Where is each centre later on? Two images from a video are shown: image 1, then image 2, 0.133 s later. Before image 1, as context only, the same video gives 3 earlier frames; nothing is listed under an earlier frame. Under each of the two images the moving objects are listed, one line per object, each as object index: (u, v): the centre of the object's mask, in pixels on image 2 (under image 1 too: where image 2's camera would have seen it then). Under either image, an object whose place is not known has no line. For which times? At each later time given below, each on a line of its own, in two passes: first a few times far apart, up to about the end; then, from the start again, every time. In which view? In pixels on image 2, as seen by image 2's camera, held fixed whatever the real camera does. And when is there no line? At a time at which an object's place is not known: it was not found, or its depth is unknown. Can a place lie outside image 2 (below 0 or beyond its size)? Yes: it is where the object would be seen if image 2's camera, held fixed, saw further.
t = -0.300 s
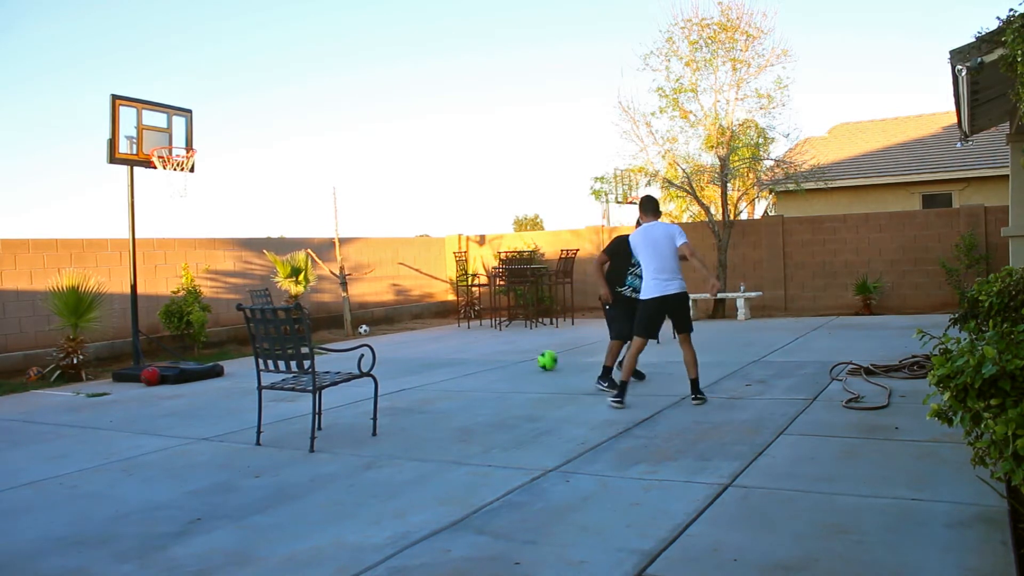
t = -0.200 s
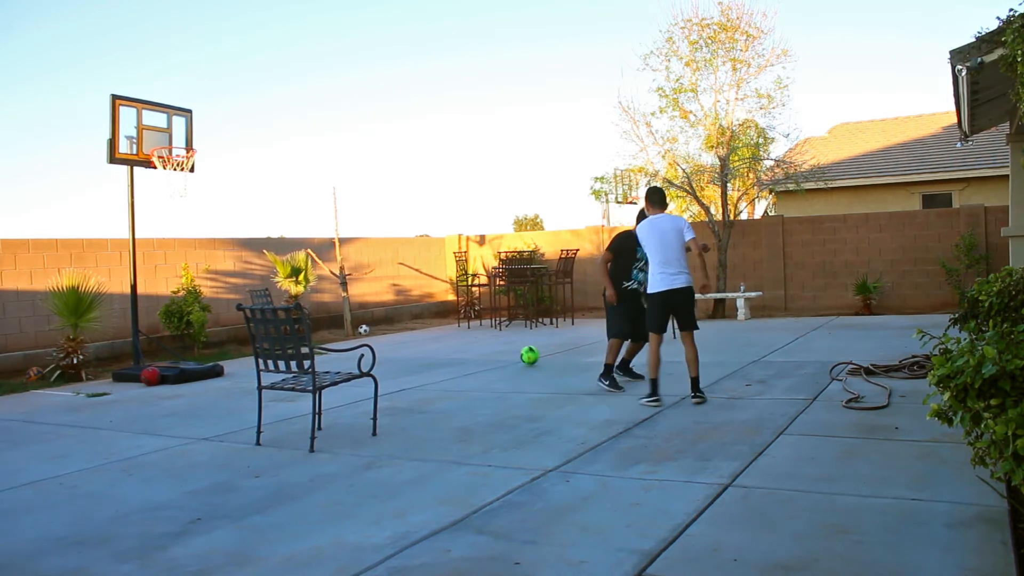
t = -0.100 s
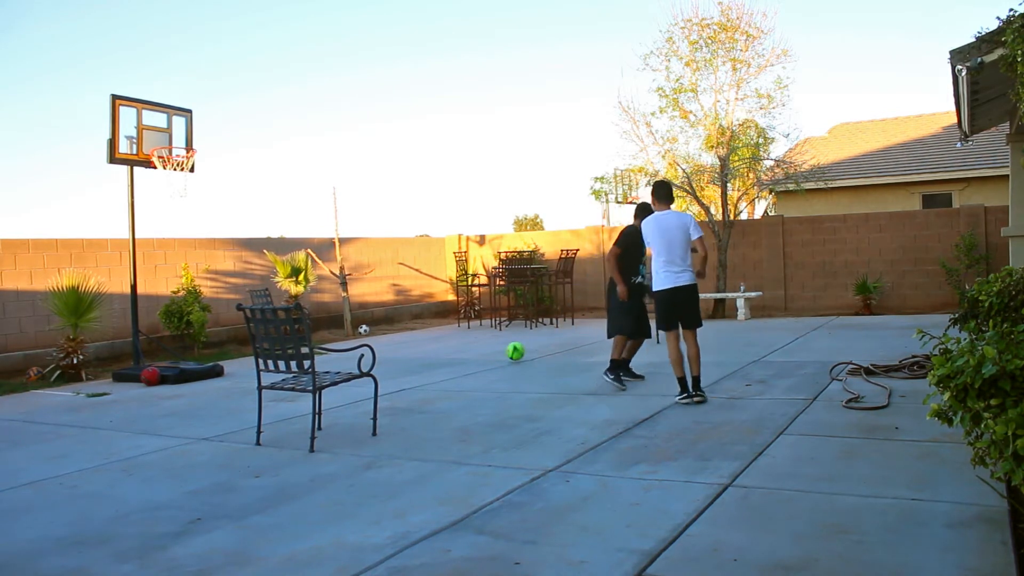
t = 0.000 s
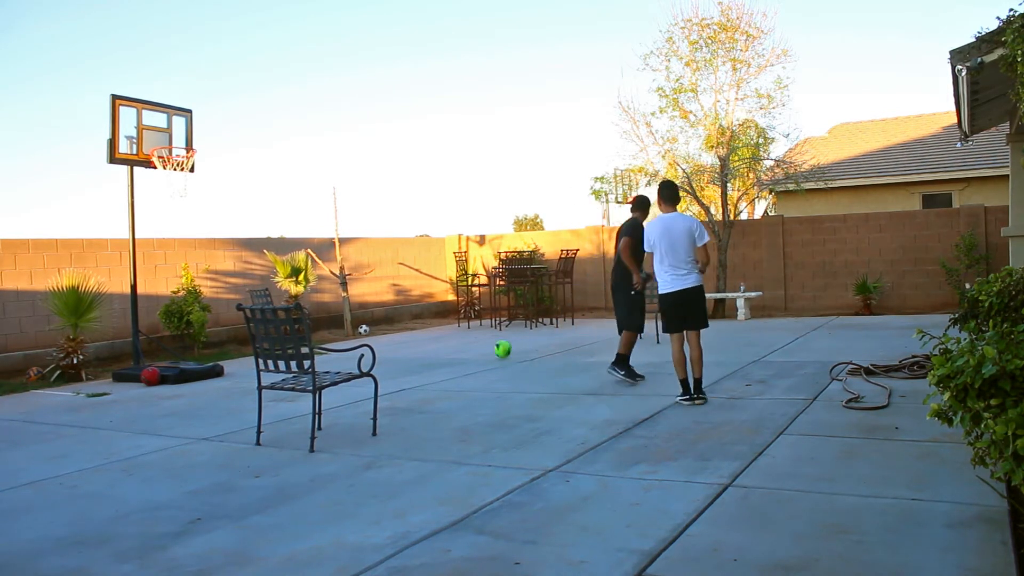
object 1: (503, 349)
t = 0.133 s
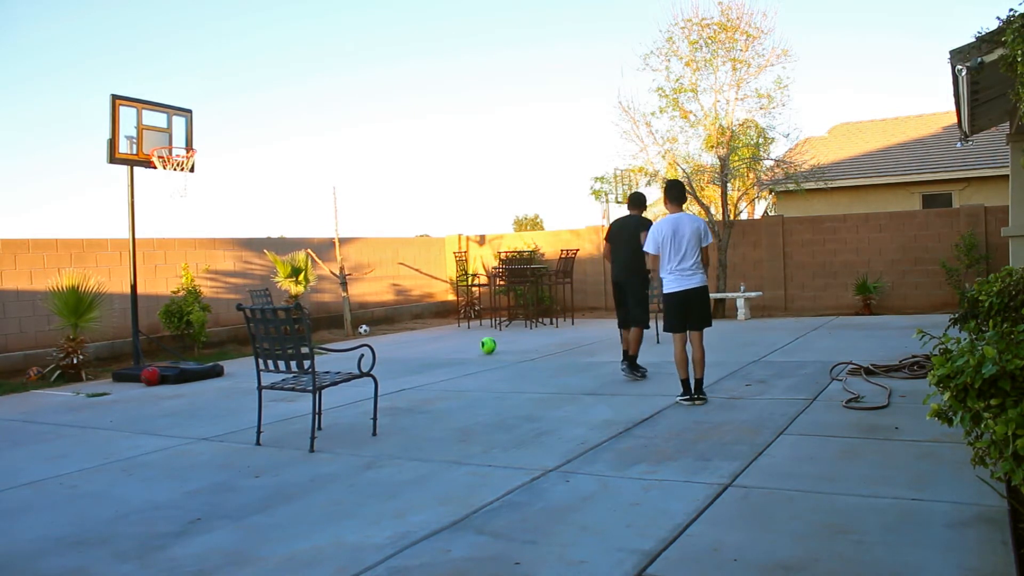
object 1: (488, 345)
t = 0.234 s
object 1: (478, 342)
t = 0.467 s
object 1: (459, 337)
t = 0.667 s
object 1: (444, 333)
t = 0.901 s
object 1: (431, 328)
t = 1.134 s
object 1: (419, 325)
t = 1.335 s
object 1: (411, 323)
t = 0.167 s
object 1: (484, 345)
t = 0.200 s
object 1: (481, 344)
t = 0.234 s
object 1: (478, 342)
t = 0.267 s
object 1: (475, 342)
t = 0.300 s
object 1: (472, 341)
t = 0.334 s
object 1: (469, 340)
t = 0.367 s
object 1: (466, 339)
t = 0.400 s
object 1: (464, 339)
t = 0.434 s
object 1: (461, 338)
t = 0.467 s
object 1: (459, 337)
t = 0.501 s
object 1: (456, 336)
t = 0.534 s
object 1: (453, 336)
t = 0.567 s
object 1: (451, 335)
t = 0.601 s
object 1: (449, 334)
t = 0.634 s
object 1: (447, 333)
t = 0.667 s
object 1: (444, 333)
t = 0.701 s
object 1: (442, 332)
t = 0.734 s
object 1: (440, 331)
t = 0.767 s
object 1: (438, 331)
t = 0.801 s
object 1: (436, 330)
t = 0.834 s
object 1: (434, 329)
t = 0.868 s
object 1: (433, 329)
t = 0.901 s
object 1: (431, 328)
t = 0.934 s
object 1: (429, 328)
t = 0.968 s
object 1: (427, 327)
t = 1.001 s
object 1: (426, 327)
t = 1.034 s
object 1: (424, 327)
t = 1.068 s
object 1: (423, 326)
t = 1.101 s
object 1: (421, 326)
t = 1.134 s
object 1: (419, 325)
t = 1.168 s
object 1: (418, 324)
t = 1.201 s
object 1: (416, 324)
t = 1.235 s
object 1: (415, 324)
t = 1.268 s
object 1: (414, 323)
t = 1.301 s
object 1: (412, 323)
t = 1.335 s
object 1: (411, 323)
